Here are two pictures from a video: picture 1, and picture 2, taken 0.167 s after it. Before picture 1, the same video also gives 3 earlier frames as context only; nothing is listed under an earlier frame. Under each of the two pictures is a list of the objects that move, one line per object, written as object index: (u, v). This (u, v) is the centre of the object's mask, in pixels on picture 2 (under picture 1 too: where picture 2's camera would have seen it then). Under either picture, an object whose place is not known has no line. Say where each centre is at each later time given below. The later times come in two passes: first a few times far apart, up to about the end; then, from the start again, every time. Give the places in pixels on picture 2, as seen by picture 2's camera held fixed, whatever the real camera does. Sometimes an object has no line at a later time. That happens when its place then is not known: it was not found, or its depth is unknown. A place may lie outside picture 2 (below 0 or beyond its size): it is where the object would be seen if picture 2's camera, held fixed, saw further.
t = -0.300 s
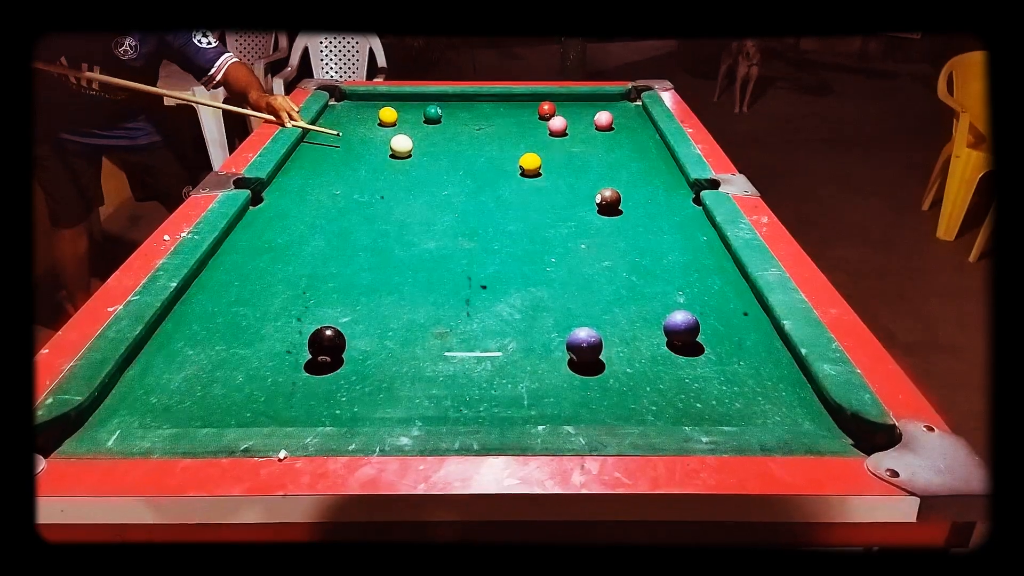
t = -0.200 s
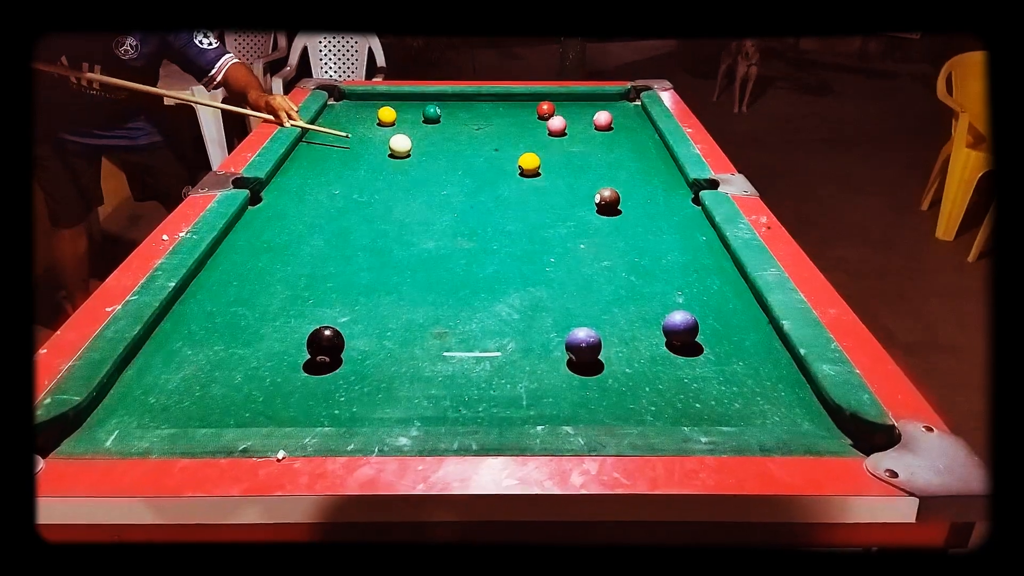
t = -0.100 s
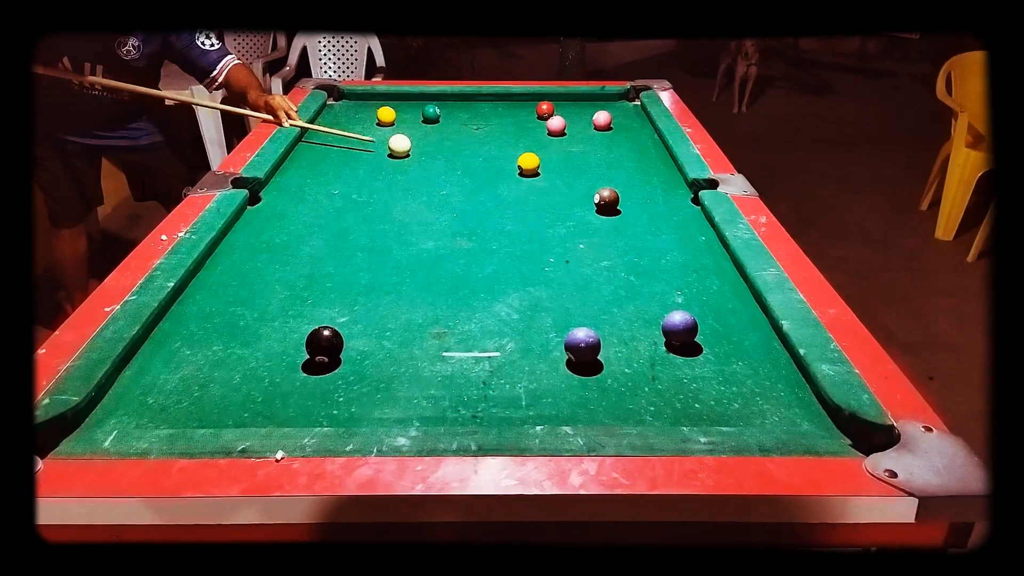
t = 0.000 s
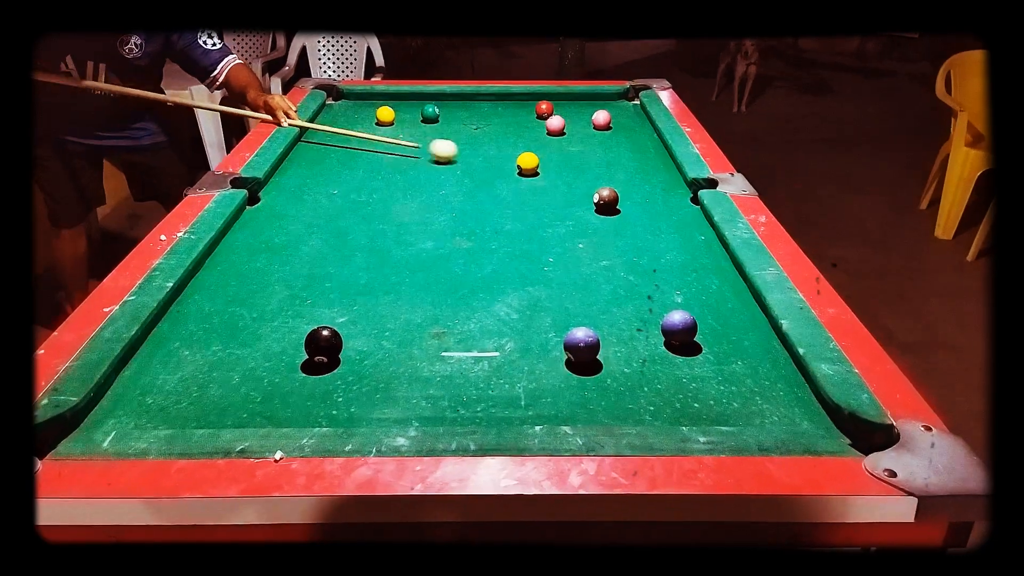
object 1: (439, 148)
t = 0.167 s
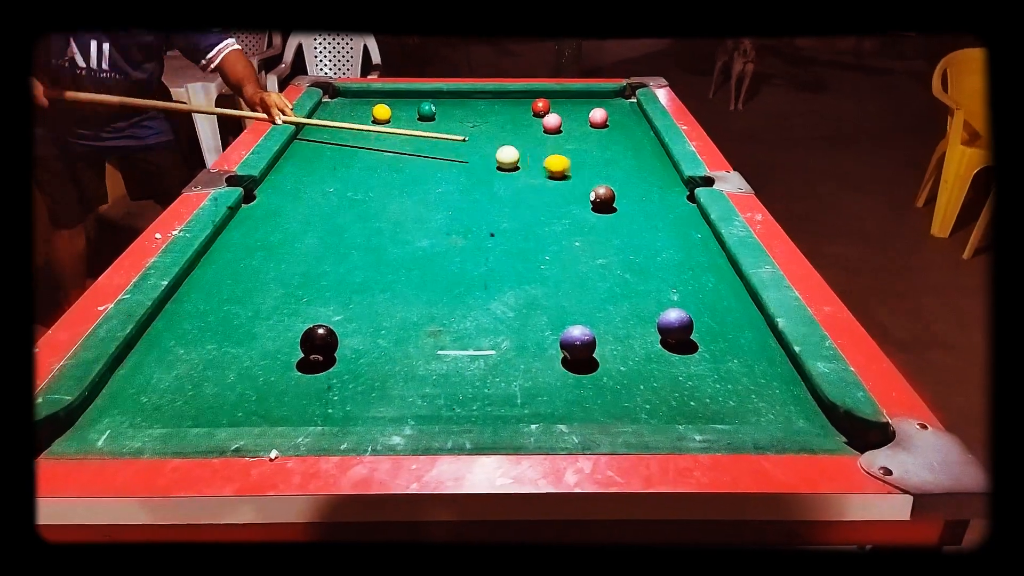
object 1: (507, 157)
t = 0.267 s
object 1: (523, 158)
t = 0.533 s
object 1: (568, 161)
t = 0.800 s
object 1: (612, 165)
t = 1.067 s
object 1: (654, 167)
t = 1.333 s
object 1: (649, 169)
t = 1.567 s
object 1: (627, 171)
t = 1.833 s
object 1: (605, 172)
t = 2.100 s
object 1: (586, 173)
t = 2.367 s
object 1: (570, 173)
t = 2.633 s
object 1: (558, 174)
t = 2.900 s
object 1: (550, 173)
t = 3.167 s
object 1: (545, 174)
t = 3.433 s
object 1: (543, 174)
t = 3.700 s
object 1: (544, 173)
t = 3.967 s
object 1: (544, 174)
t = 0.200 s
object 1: (511, 157)
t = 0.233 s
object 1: (517, 157)
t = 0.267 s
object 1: (523, 158)
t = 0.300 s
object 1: (528, 158)
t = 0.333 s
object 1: (534, 159)
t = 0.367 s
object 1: (540, 159)
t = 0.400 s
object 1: (545, 160)
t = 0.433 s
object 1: (551, 160)
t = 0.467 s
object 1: (557, 160)
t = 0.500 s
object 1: (562, 161)
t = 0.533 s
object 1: (568, 161)
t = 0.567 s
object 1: (574, 162)
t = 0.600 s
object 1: (579, 162)
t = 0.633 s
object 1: (585, 162)
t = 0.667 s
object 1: (590, 163)
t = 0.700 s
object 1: (596, 163)
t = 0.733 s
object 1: (601, 164)
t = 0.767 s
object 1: (607, 164)
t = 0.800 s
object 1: (612, 165)
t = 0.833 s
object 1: (617, 165)
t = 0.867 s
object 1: (623, 165)
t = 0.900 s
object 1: (628, 166)
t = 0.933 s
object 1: (633, 166)
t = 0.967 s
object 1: (638, 166)
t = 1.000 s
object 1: (644, 167)
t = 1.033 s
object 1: (649, 167)
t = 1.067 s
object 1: (654, 167)
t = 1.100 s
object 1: (659, 168)
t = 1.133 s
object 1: (664, 168)
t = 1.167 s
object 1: (666, 168)
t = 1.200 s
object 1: (662, 169)
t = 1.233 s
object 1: (659, 169)
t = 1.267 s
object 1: (655, 169)
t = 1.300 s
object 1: (652, 169)
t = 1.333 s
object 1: (649, 169)
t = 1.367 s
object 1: (646, 170)
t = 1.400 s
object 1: (642, 170)
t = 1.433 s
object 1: (639, 170)
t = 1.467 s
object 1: (636, 170)
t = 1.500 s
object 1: (633, 171)
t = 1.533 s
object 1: (630, 171)
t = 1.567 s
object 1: (627, 171)
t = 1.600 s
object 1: (624, 171)
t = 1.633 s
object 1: (621, 171)
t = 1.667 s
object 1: (618, 171)
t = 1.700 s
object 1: (615, 171)
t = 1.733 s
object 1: (613, 171)
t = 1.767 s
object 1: (610, 172)
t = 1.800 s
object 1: (607, 172)
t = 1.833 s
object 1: (605, 172)
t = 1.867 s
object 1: (602, 172)
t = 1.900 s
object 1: (600, 172)
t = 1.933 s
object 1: (597, 172)
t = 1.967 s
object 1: (595, 172)
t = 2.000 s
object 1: (592, 173)
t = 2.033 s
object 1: (590, 173)
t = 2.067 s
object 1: (588, 173)
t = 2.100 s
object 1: (586, 173)
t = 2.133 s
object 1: (584, 173)
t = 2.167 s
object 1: (581, 173)
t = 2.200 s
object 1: (579, 173)
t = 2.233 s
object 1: (577, 173)
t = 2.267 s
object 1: (575, 173)
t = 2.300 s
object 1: (574, 173)
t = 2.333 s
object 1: (572, 173)
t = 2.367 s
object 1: (570, 173)
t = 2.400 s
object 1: (568, 173)
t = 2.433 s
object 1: (567, 173)
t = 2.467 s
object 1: (565, 173)
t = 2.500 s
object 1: (564, 173)
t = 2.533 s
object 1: (562, 173)
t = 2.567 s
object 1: (561, 173)
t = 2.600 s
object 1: (559, 173)
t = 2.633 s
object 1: (558, 174)
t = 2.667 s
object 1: (557, 173)
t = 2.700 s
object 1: (555, 173)
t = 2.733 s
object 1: (554, 173)
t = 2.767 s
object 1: (553, 173)
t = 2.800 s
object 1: (552, 173)
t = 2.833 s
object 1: (551, 173)
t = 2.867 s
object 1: (551, 173)
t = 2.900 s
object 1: (550, 173)
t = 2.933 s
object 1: (549, 173)
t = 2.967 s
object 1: (548, 173)
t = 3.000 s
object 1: (548, 173)
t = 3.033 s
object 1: (547, 173)
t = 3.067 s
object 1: (546, 173)
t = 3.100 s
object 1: (546, 174)
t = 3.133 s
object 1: (545, 174)
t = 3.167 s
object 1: (545, 174)
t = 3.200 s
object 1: (544, 174)
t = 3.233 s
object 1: (544, 174)
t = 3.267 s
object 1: (544, 174)
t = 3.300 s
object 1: (543, 174)
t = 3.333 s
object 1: (543, 174)
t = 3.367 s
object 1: (543, 174)
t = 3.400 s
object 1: (543, 174)
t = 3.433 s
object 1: (543, 174)
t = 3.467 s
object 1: (543, 174)
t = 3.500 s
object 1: (543, 174)
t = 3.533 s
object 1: (543, 174)
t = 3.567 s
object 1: (544, 174)
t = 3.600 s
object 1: (544, 174)
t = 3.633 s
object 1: (544, 173)
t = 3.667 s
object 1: (544, 174)
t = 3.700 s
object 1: (544, 173)
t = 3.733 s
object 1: (544, 174)
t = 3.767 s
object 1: (544, 174)
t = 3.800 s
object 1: (544, 174)
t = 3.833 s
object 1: (544, 174)
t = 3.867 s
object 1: (544, 174)
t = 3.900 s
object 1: (544, 174)
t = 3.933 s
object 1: (544, 174)
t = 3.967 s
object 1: (544, 174)
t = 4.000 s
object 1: (544, 174)
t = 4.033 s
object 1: (544, 173)
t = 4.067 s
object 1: (544, 174)
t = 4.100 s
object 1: (544, 174)
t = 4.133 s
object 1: (544, 174)
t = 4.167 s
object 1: (544, 174)
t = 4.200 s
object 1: (544, 174)
